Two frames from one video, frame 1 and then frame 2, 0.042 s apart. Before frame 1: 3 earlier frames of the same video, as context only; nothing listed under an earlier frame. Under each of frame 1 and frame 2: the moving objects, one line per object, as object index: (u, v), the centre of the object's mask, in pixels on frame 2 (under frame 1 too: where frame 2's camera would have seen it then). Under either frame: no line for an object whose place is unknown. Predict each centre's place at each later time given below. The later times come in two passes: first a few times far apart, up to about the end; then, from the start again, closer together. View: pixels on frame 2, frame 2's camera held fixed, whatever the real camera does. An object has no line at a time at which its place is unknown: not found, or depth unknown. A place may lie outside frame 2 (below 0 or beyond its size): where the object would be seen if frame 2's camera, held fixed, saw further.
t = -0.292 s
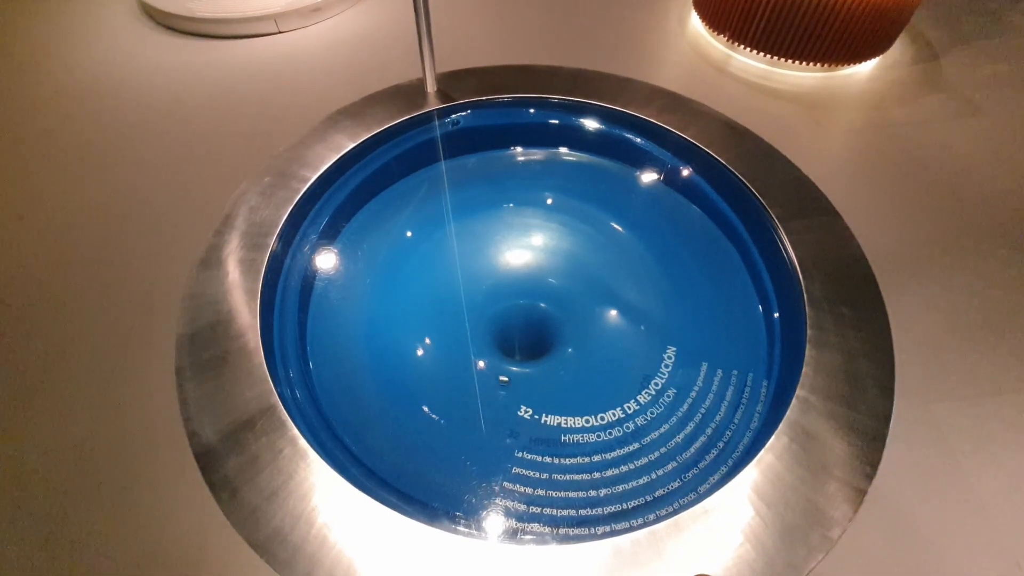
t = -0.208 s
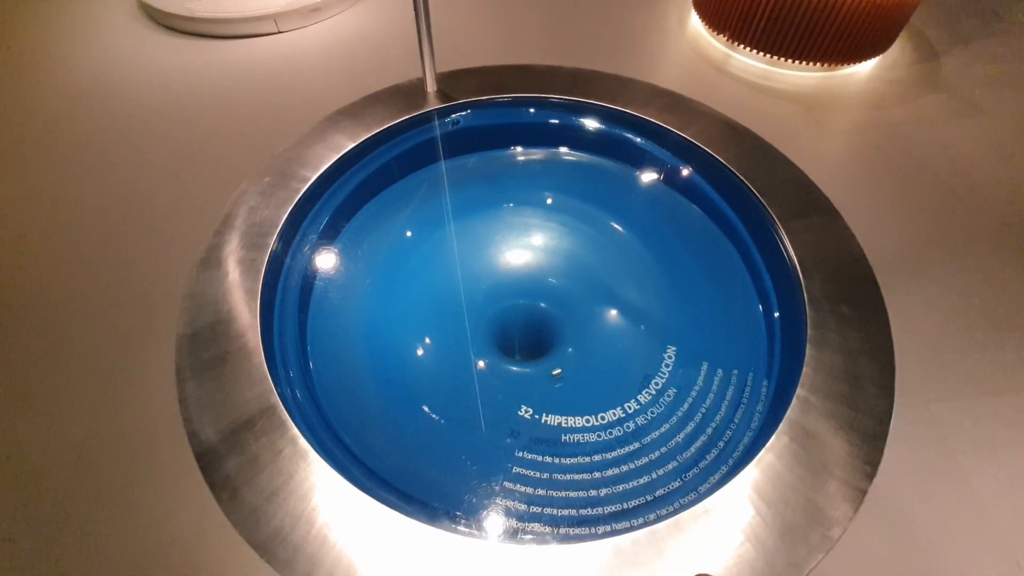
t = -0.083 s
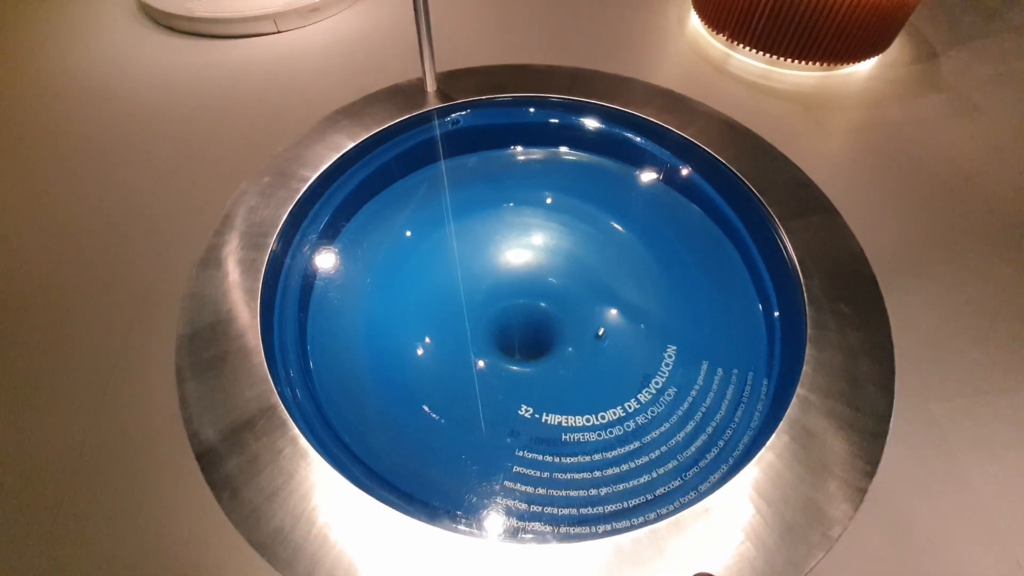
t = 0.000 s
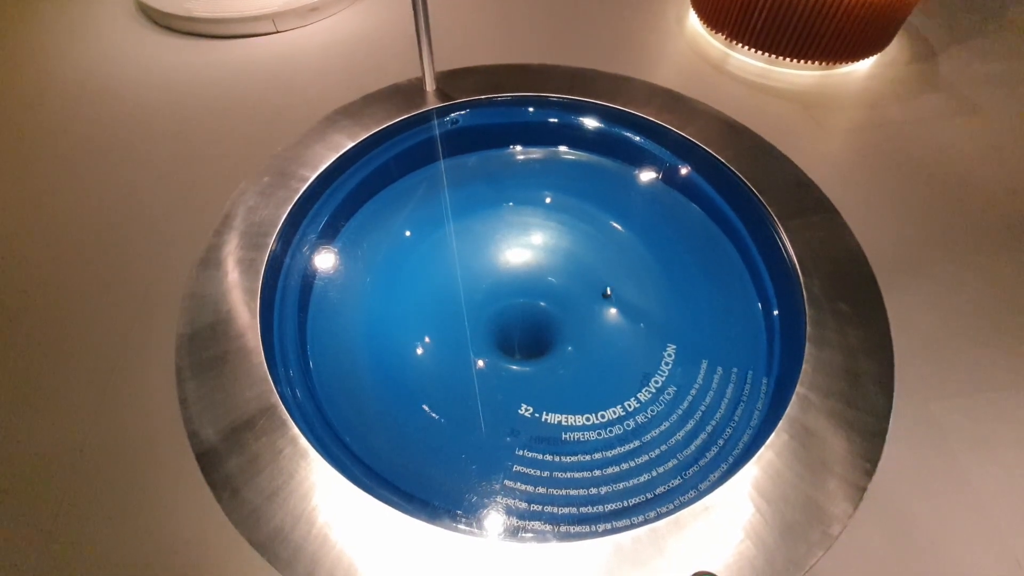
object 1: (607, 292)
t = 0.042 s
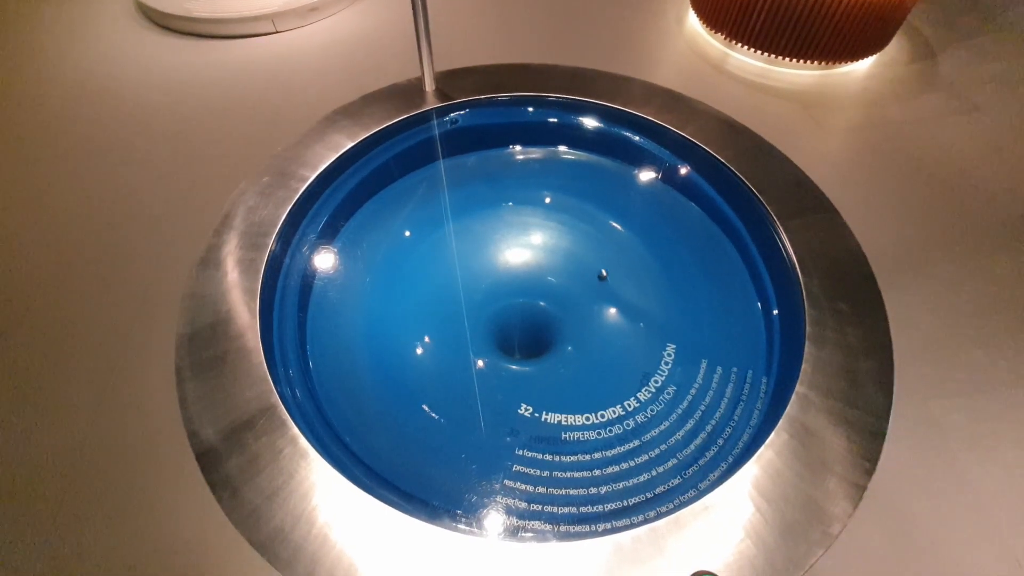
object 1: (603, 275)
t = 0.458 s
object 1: (466, 270)
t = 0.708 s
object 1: (489, 375)
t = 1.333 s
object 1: (525, 255)
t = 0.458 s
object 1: (466, 270)
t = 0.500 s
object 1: (460, 279)
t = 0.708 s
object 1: (489, 375)
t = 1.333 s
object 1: (525, 255)
